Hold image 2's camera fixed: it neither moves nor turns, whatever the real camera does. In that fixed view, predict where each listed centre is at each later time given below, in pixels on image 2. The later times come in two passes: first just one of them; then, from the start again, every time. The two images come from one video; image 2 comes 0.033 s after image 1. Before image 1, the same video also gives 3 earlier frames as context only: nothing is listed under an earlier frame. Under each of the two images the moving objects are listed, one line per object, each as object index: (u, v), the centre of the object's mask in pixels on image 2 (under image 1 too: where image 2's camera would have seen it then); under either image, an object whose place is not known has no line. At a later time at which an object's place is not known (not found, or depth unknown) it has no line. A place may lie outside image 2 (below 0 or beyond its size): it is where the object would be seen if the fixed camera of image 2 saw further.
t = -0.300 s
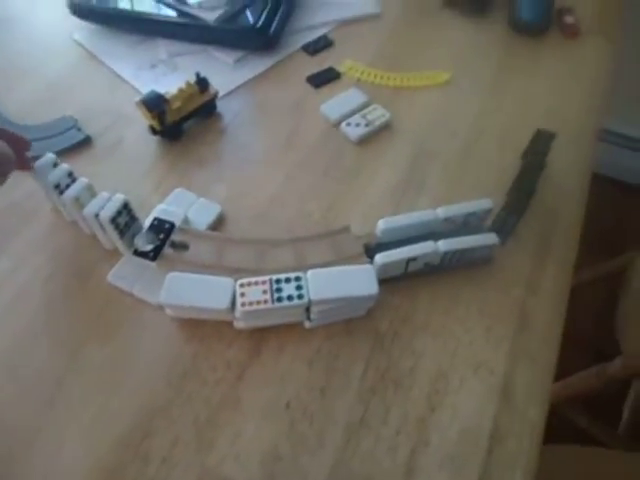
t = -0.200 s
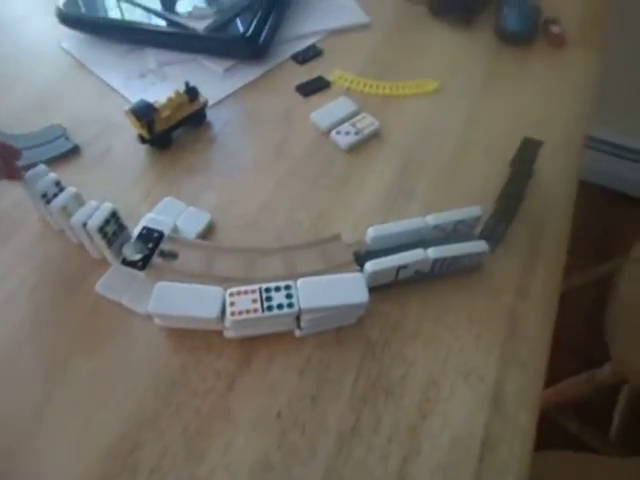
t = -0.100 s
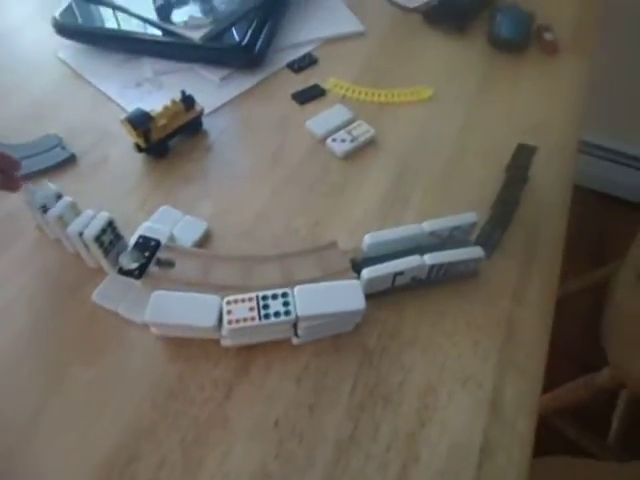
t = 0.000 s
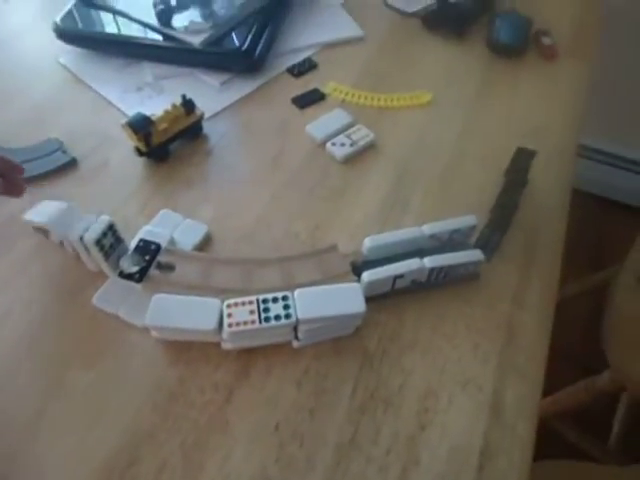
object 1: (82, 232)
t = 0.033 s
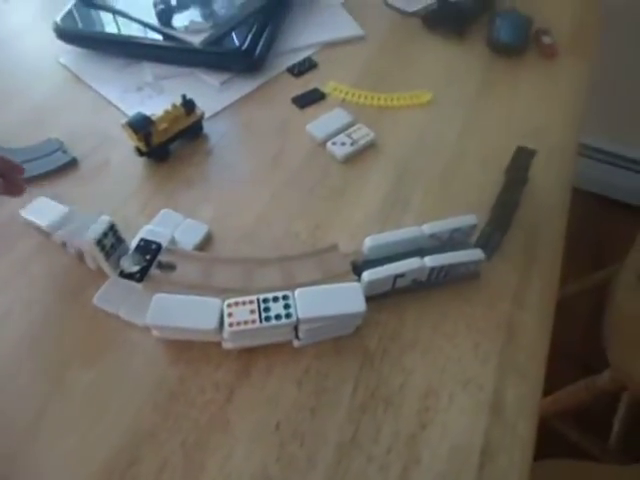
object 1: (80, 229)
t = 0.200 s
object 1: (79, 246)
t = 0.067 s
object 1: (75, 232)
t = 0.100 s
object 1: (89, 244)
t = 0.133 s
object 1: (85, 245)
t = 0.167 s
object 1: (81, 246)
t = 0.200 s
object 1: (79, 246)
